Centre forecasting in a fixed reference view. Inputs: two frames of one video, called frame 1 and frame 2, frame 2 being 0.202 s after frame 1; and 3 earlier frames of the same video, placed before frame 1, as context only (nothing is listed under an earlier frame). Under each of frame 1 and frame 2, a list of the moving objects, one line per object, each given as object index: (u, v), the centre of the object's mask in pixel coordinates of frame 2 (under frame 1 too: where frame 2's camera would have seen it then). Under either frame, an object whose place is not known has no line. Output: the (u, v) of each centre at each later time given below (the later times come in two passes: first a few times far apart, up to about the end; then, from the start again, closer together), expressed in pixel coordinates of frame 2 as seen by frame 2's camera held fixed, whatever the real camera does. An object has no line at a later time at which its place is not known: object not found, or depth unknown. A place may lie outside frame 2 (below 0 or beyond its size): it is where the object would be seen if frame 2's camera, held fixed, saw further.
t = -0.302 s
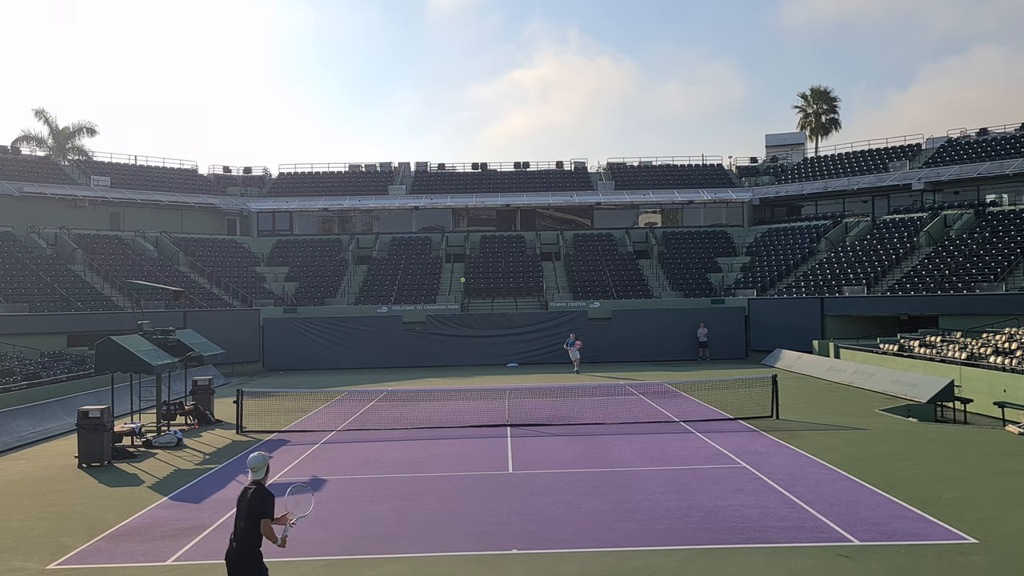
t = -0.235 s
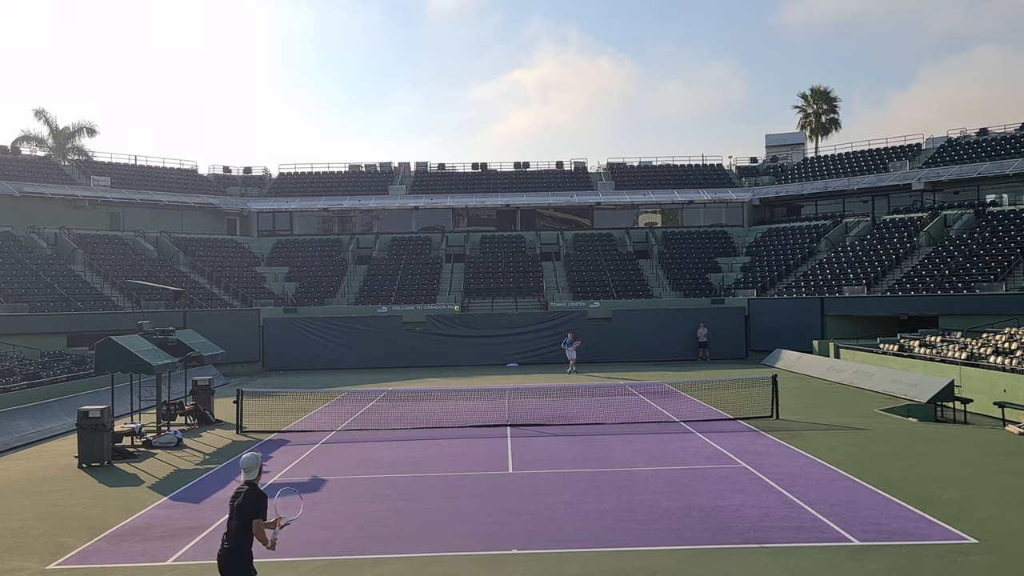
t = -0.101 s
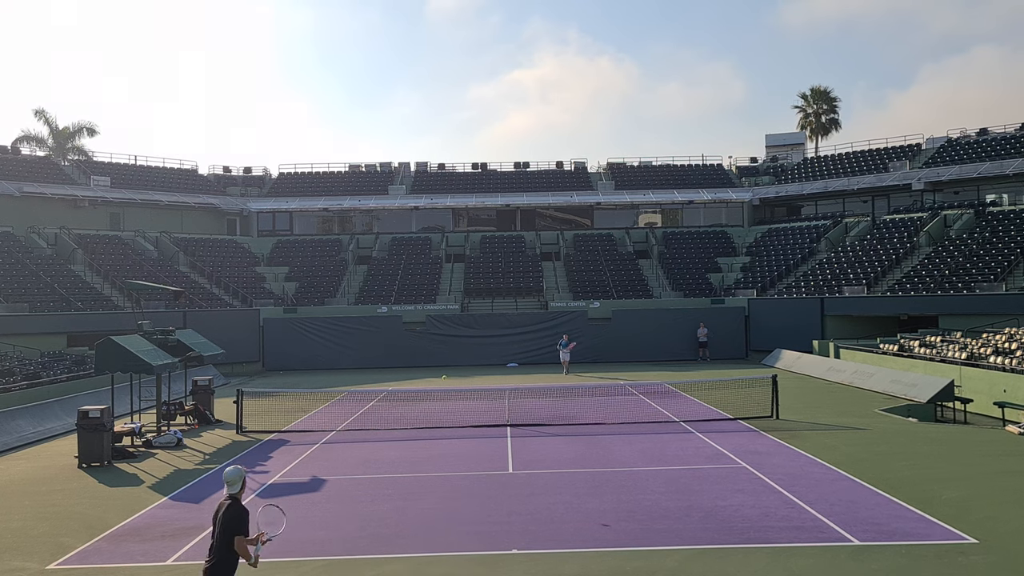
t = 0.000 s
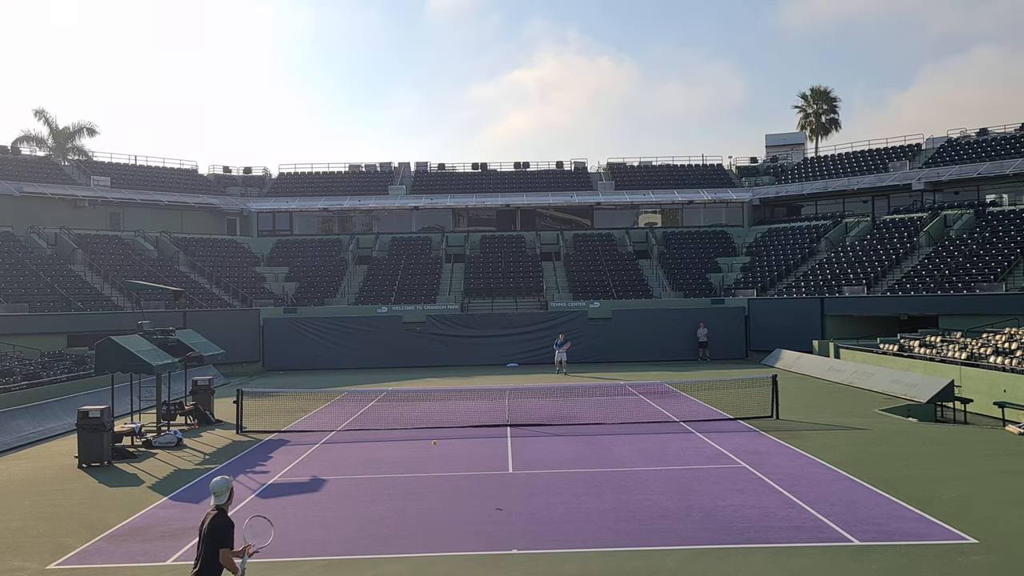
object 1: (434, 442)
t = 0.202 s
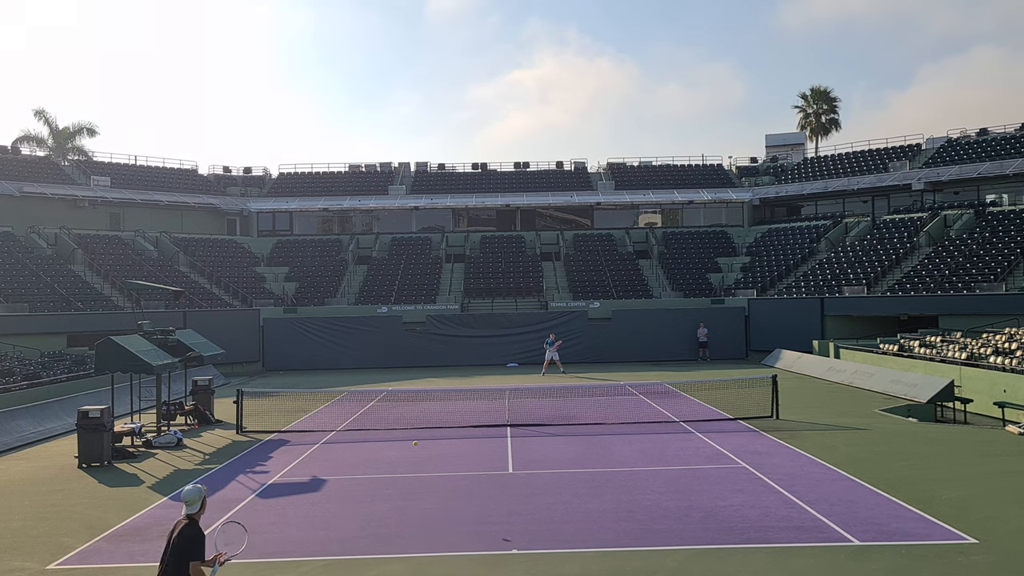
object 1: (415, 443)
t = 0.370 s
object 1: (399, 385)
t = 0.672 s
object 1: (365, 325)
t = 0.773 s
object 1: (353, 320)
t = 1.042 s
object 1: (312, 354)
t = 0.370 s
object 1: (399, 385)
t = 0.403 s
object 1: (396, 376)
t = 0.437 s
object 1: (392, 367)
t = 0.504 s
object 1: (385, 351)
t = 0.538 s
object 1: (381, 344)
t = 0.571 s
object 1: (377, 339)
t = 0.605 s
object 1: (374, 334)
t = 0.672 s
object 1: (365, 325)
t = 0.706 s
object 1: (361, 322)
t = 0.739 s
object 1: (357, 320)
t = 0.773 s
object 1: (353, 320)
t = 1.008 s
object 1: (317, 345)
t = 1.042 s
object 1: (312, 354)
